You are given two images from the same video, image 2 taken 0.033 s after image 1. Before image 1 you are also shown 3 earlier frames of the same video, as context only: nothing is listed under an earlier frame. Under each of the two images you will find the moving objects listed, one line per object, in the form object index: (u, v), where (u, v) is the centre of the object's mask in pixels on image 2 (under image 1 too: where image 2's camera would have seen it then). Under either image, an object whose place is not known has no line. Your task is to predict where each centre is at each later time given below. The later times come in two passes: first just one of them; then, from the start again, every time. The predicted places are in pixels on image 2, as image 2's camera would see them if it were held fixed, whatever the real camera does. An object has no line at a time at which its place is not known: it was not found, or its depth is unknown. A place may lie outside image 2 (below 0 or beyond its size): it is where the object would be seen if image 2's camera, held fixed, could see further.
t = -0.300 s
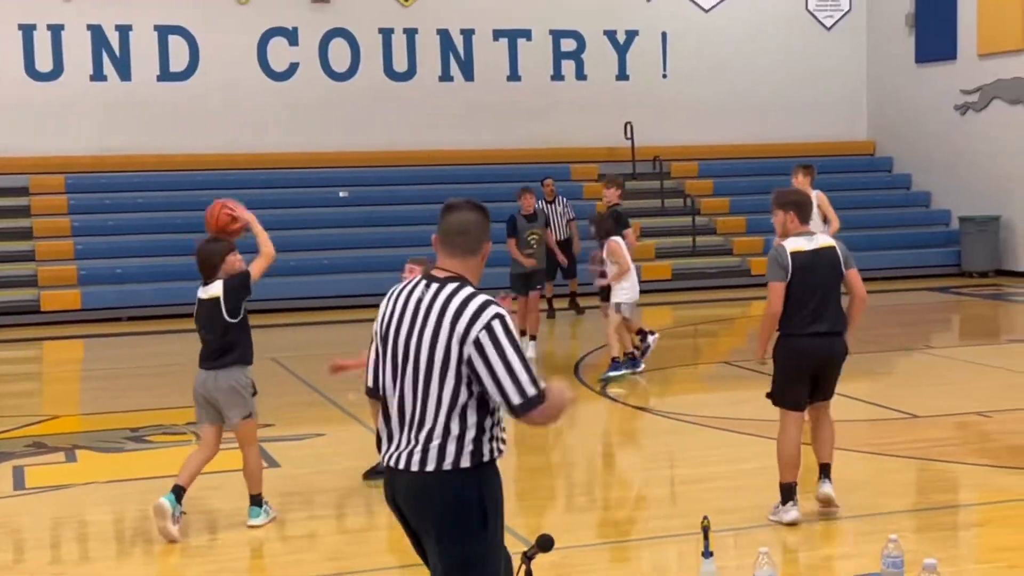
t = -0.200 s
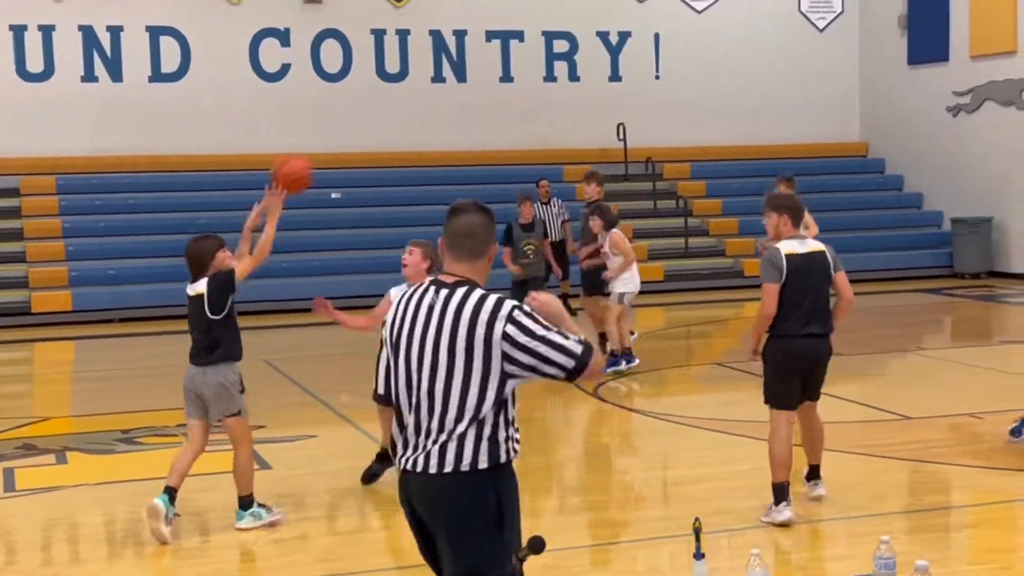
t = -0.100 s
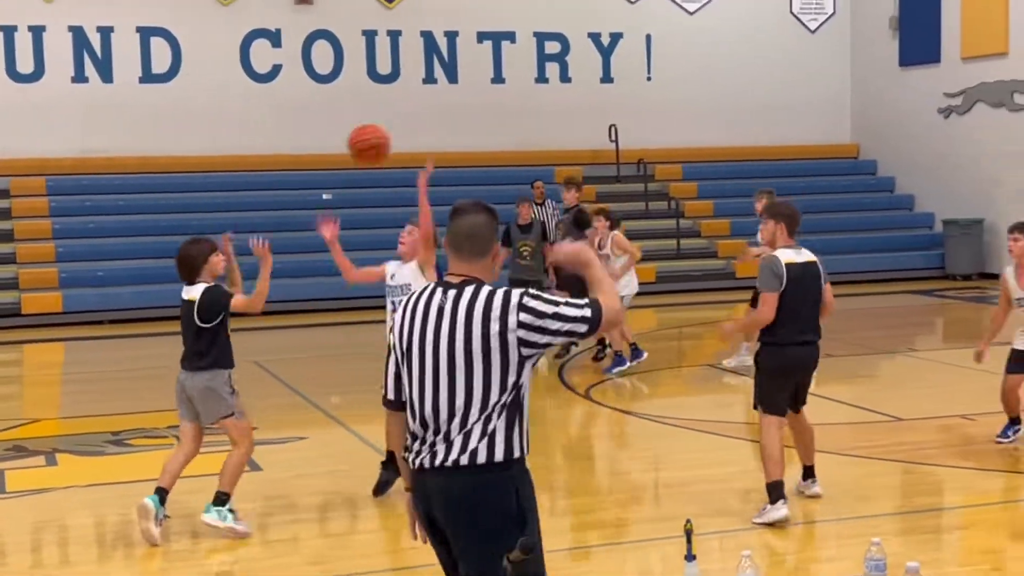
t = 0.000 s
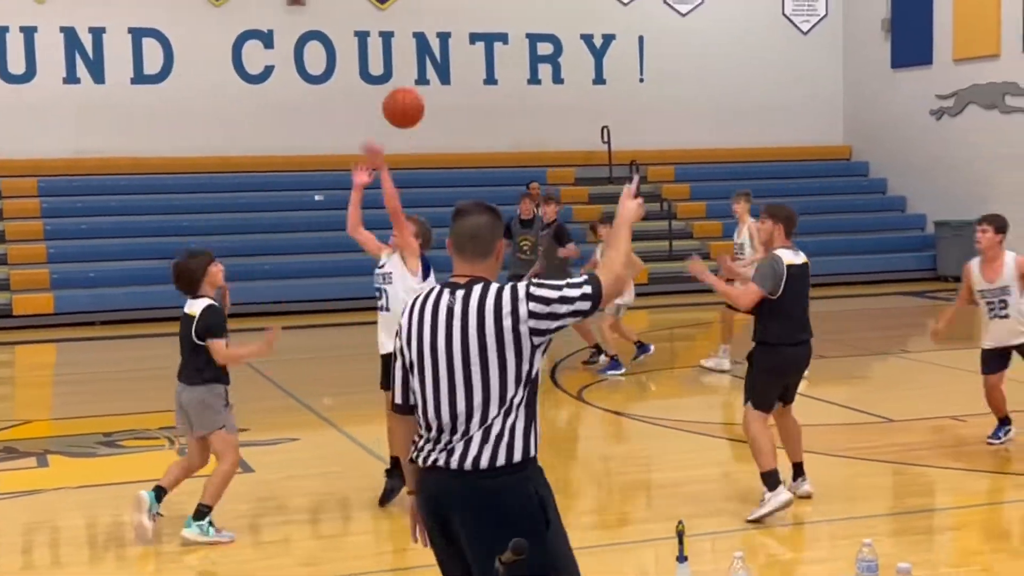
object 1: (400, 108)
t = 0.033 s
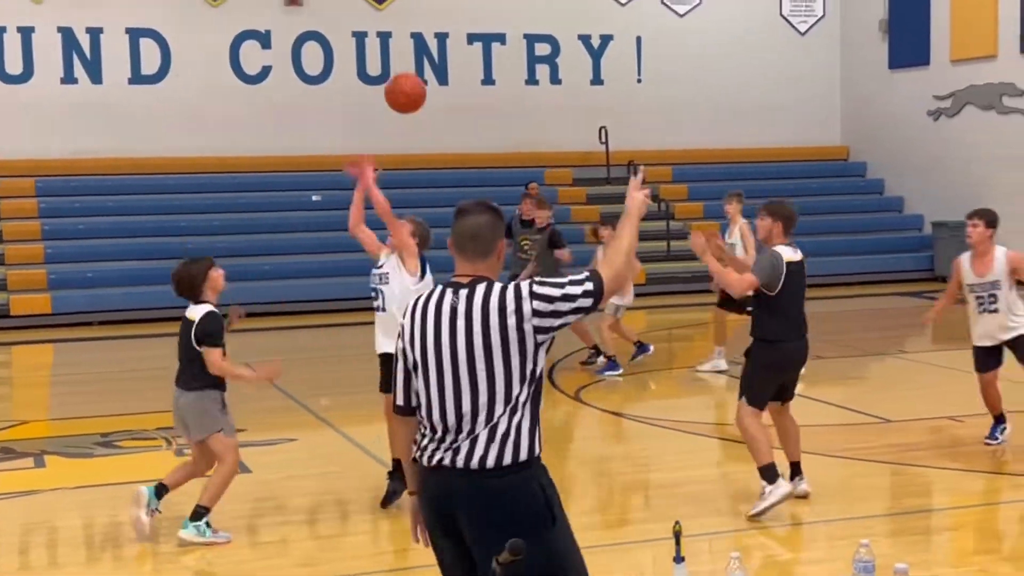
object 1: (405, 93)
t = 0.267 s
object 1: (432, 42)
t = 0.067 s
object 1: (410, 79)
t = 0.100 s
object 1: (415, 68)
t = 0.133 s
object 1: (418, 59)
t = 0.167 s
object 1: (420, 53)
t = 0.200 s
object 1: (425, 47)
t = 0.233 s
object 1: (428, 44)
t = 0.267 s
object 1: (432, 42)
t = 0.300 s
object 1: (436, 43)
